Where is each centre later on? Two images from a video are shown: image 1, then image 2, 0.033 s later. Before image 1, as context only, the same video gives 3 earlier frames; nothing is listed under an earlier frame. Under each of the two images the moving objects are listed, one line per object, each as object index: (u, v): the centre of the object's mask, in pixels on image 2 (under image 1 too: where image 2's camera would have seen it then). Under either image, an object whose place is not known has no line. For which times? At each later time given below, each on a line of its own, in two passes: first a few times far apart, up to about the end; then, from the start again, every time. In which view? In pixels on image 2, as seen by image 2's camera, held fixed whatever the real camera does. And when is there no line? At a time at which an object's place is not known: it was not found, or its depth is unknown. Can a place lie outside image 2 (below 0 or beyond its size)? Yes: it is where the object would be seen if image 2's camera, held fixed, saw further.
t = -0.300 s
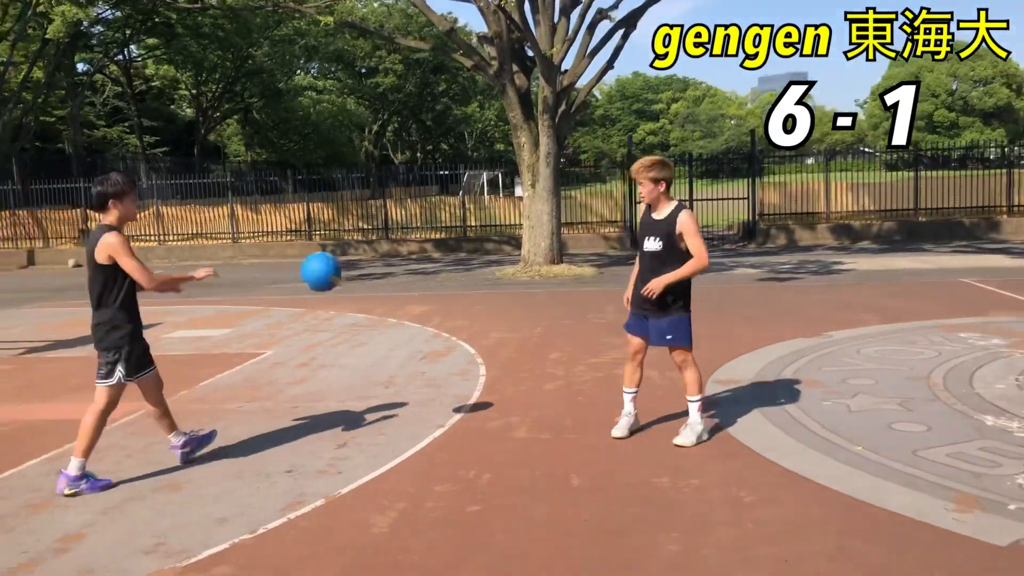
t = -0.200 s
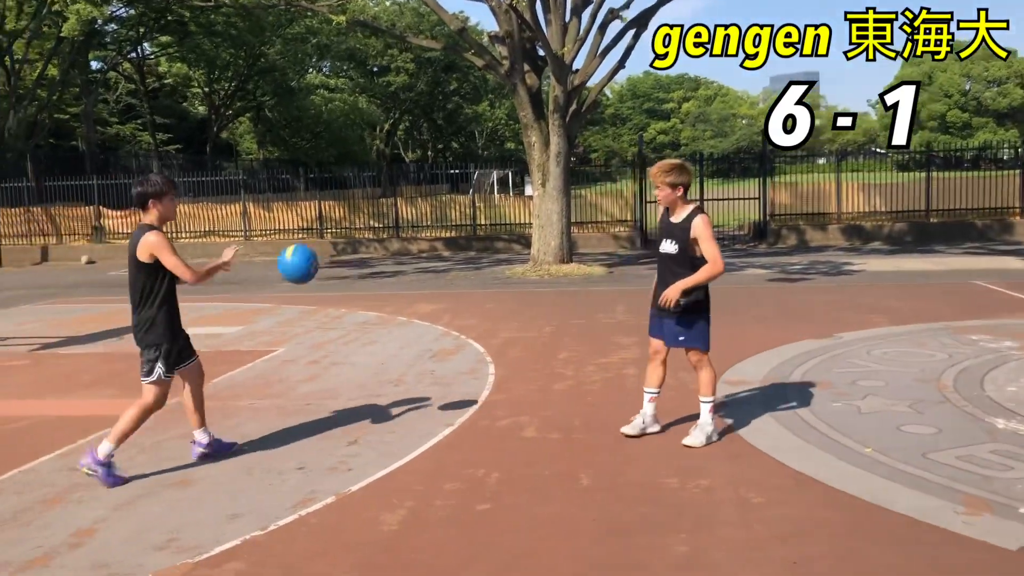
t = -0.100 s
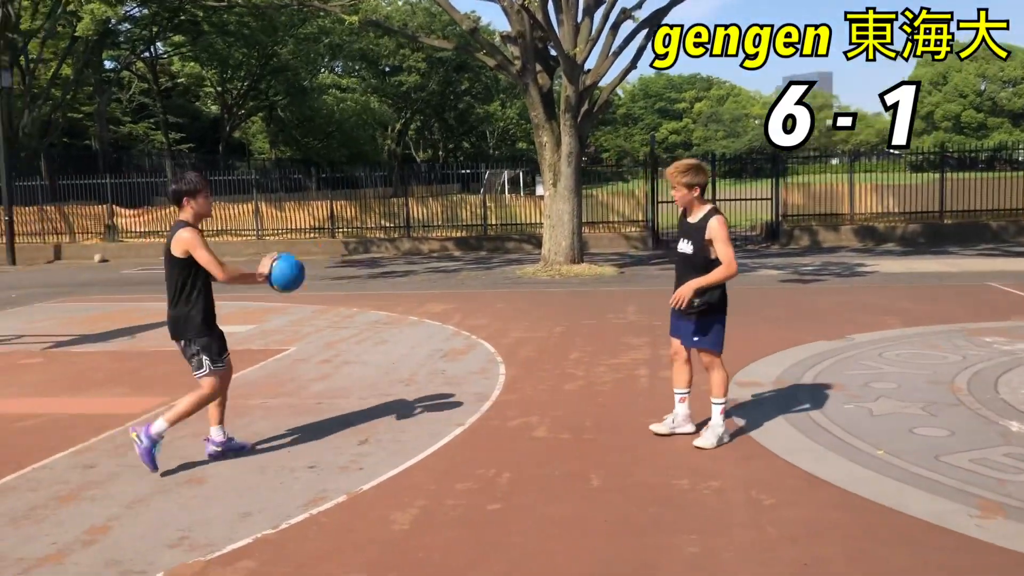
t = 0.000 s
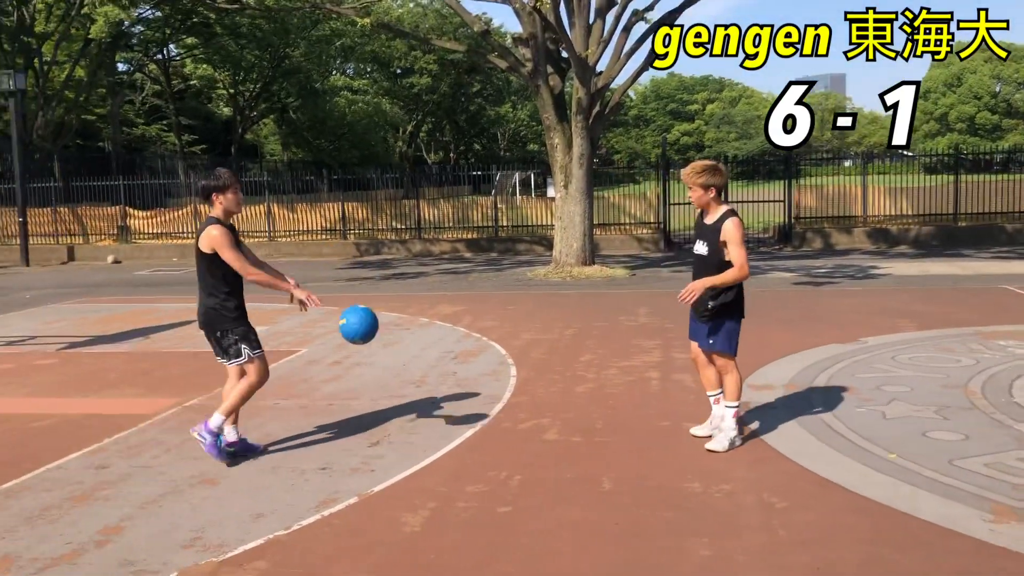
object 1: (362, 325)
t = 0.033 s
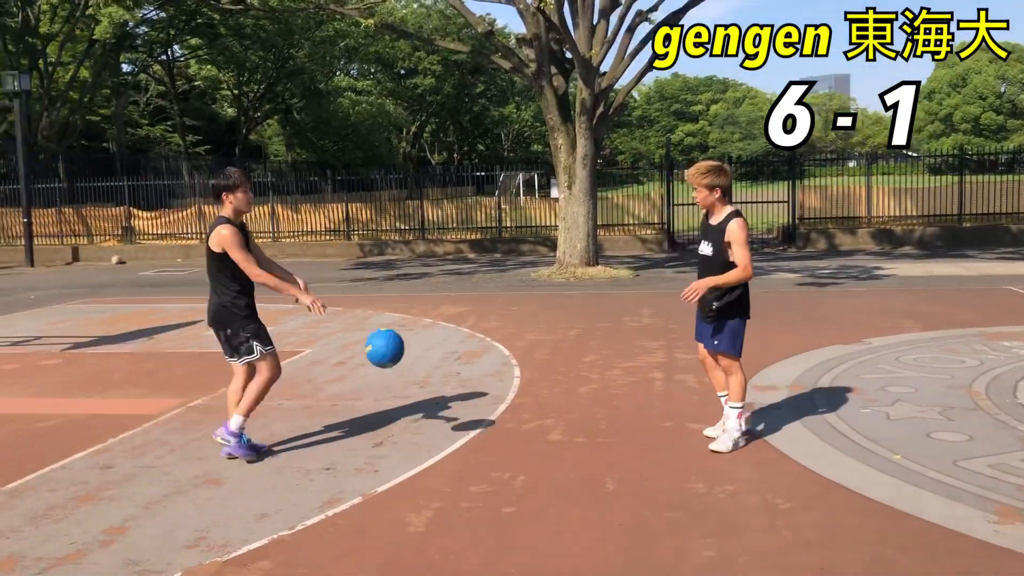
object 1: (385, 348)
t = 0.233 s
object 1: (480, 375)
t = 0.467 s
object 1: (541, 267)
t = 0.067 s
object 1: (407, 373)
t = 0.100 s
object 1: (429, 398)
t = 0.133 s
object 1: (451, 427)
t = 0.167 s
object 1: (464, 422)
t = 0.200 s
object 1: (472, 398)
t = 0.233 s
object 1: (480, 375)
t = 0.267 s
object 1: (489, 355)
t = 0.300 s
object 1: (497, 336)
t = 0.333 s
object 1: (505, 319)
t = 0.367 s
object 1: (514, 304)
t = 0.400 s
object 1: (523, 290)
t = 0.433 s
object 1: (532, 277)
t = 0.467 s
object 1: (541, 267)
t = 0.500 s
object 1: (550, 259)
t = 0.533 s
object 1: (559, 251)
